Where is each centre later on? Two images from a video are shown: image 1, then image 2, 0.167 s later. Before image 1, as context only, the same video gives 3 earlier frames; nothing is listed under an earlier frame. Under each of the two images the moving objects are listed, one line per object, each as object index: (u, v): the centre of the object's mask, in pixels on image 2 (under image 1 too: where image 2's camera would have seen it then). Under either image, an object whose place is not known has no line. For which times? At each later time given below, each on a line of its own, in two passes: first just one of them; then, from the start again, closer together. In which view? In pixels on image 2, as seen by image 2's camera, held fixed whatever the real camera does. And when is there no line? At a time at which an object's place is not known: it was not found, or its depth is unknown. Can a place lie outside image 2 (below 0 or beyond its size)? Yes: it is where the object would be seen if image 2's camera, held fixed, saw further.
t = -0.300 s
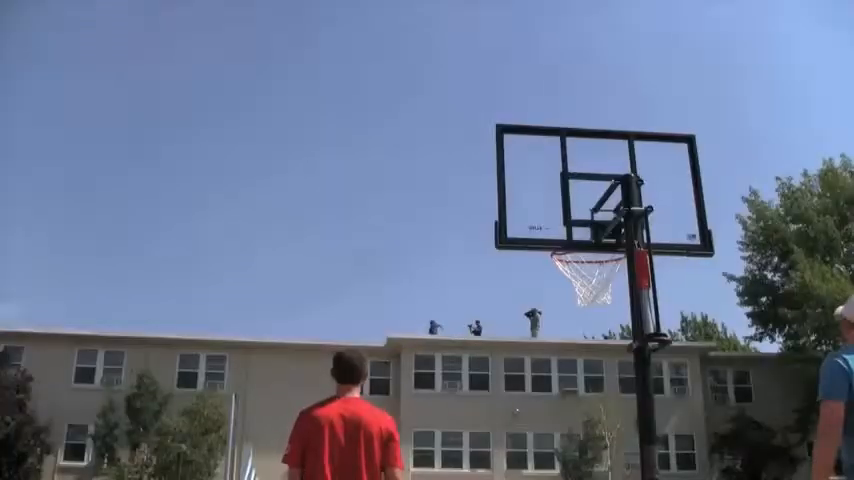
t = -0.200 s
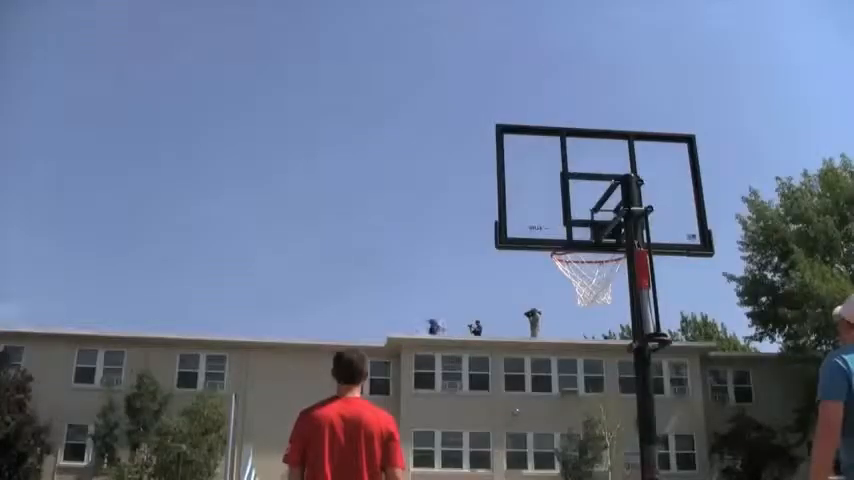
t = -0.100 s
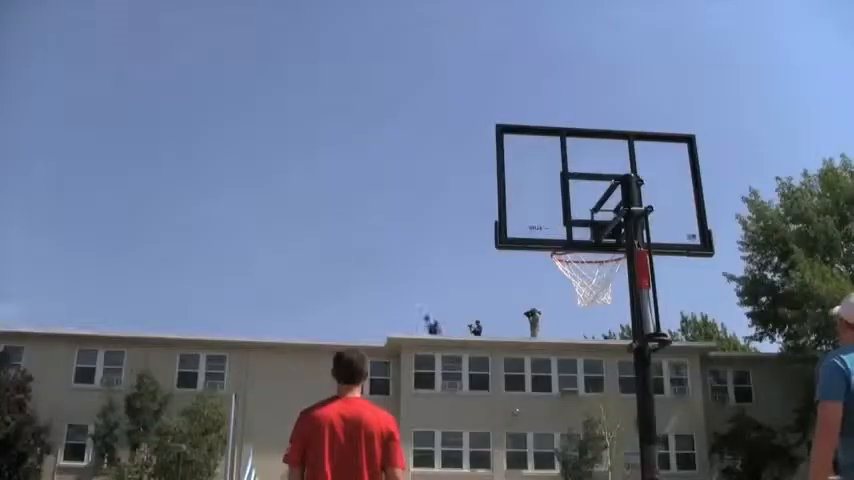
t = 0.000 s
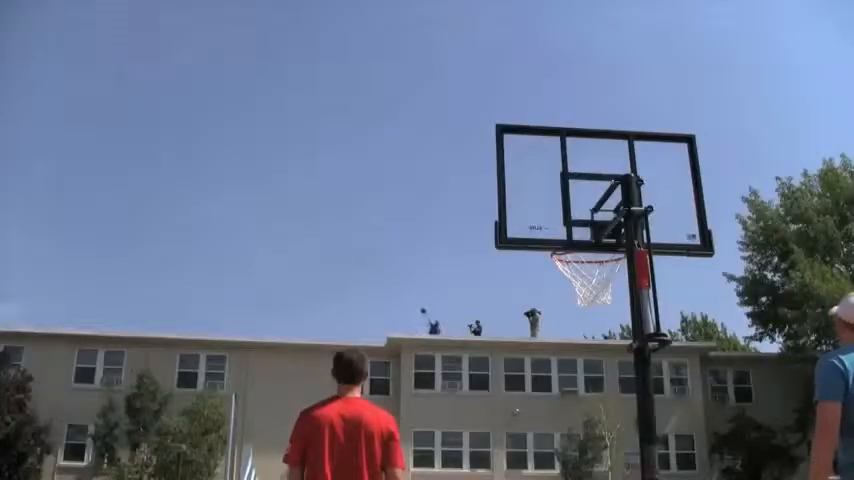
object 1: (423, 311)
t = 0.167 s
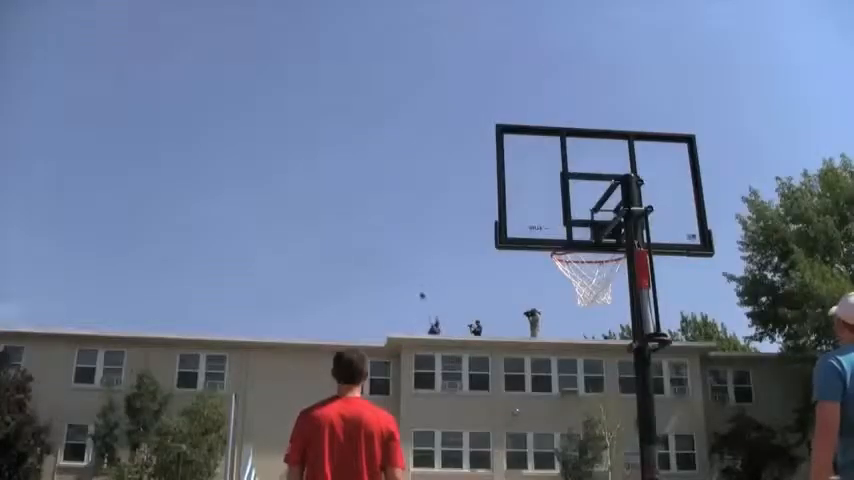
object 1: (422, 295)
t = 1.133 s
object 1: (423, 180)
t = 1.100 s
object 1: (423, 184)
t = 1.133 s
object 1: (423, 180)
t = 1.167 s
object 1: (424, 175)
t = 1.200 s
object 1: (424, 171)
